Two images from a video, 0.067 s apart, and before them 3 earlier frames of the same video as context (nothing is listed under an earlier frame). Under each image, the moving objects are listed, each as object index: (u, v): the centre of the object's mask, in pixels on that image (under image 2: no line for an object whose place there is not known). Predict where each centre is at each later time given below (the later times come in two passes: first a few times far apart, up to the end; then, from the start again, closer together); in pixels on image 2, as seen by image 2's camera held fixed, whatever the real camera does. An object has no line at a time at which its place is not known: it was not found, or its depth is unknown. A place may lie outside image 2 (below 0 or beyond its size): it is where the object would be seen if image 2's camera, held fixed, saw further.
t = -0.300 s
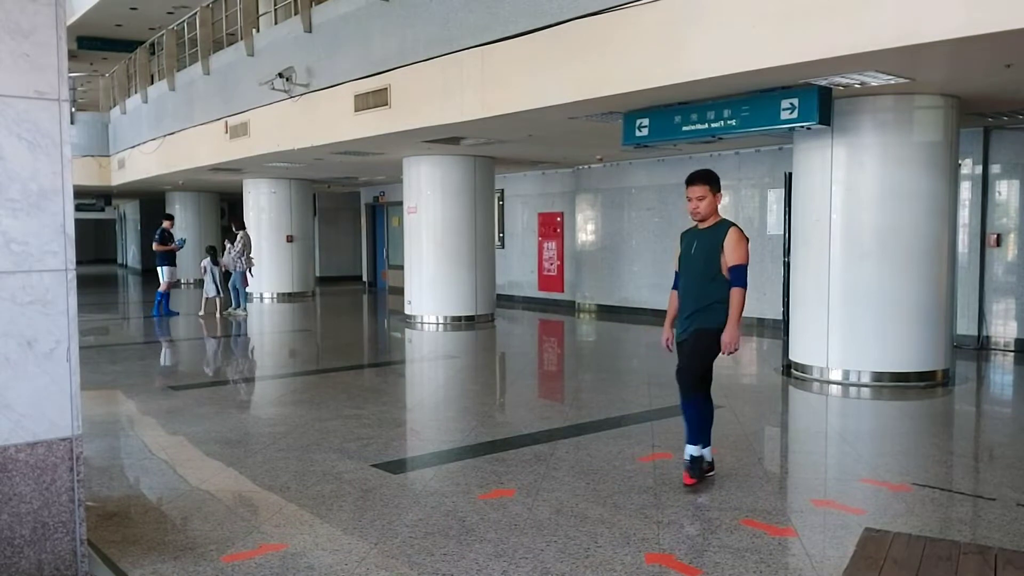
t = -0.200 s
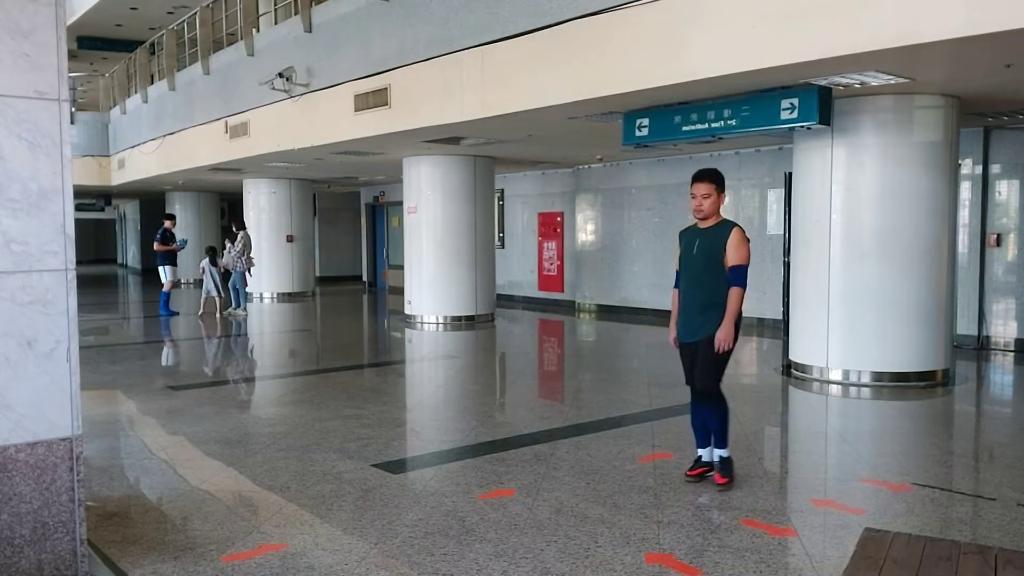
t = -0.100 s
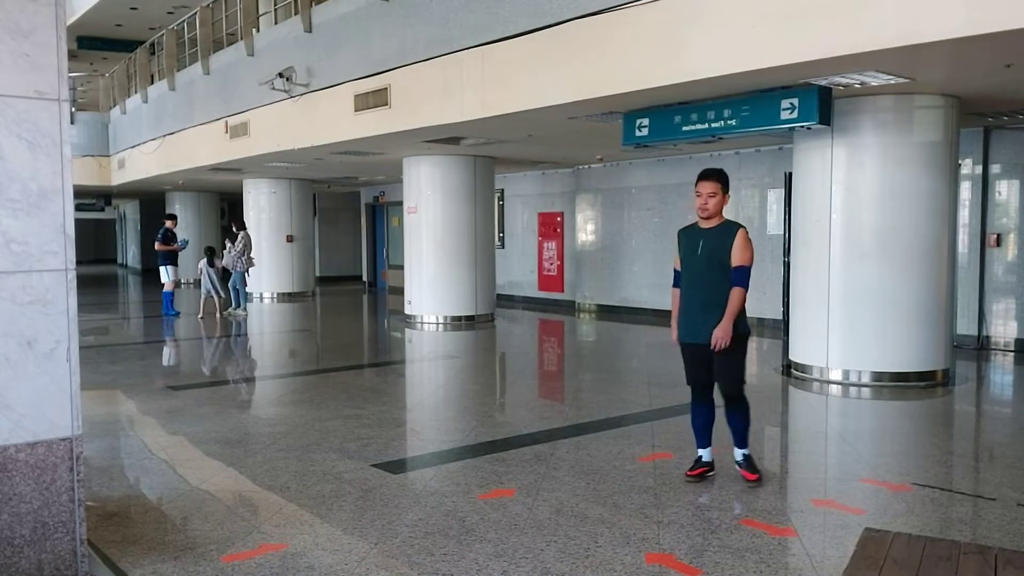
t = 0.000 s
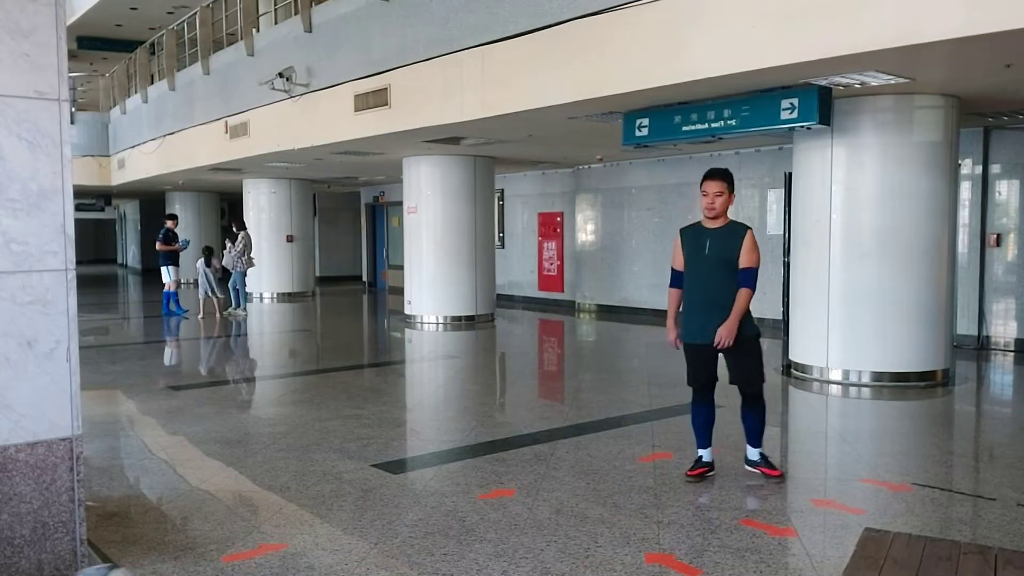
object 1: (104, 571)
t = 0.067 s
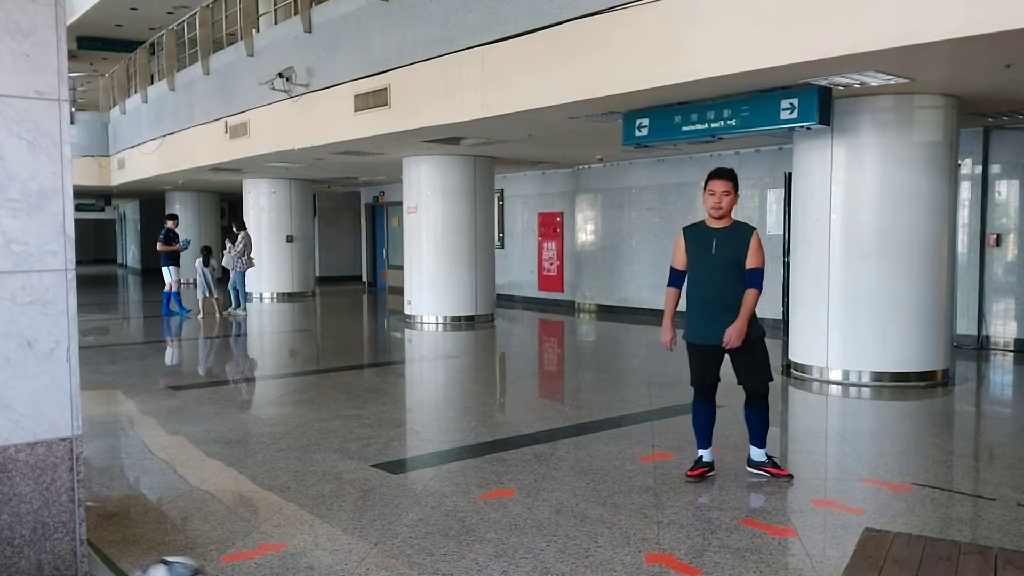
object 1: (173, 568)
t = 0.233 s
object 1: (288, 564)
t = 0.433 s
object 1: (336, 557)
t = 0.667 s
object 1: (394, 544)
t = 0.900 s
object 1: (447, 532)
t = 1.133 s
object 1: (494, 525)
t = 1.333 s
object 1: (530, 519)
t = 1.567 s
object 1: (570, 507)
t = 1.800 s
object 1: (605, 495)
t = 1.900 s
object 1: (619, 490)
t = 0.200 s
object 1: (281, 569)
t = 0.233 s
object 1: (288, 564)
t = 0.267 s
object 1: (297, 559)
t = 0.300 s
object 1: (305, 556)
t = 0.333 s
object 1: (313, 554)
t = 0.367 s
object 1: (321, 553)
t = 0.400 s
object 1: (329, 553)
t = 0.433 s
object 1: (336, 557)
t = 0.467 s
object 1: (346, 560)
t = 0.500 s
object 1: (355, 563)
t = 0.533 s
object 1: (362, 558)
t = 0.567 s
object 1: (371, 552)
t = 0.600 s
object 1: (379, 548)
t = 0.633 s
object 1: (386, 545)
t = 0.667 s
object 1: (394, 544)
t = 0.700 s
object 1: (402, 546)
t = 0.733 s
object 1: (409, 550)
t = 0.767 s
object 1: (417, 553)
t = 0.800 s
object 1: (425, 548)
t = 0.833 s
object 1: (432, 539)
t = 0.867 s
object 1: (440, 535)
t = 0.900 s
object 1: (447, 532)
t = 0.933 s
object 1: (454, 533)
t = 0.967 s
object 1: (460, 537)
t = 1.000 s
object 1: (467, 539)
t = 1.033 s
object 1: (474, 531)
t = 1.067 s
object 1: (481, 526)
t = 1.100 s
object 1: (487, 525)
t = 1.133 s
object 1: (494, 525)
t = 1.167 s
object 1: (500, 528)
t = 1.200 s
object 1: (507, 524)
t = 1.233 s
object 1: (513, 519)
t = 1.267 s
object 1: (518, 517)
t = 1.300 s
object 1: (524, 517)
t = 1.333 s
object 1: (530, 519)
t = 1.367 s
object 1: (536, 515)
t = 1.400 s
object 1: (542, 511)
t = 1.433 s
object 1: (548, 511)
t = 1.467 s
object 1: (553, 512)
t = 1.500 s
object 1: (559, 508)
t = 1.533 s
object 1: (565, 507)
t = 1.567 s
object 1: (570, 507)
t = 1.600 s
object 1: (575, 503)
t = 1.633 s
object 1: (580, 502)
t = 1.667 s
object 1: (585, 501)
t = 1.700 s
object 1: (590, 500)
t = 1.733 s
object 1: (595, 498)
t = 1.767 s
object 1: (600, 497)
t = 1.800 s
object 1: (605, 495)
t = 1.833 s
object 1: (610, 494)
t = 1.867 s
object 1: (615, 492)
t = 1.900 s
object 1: (619, 490)
